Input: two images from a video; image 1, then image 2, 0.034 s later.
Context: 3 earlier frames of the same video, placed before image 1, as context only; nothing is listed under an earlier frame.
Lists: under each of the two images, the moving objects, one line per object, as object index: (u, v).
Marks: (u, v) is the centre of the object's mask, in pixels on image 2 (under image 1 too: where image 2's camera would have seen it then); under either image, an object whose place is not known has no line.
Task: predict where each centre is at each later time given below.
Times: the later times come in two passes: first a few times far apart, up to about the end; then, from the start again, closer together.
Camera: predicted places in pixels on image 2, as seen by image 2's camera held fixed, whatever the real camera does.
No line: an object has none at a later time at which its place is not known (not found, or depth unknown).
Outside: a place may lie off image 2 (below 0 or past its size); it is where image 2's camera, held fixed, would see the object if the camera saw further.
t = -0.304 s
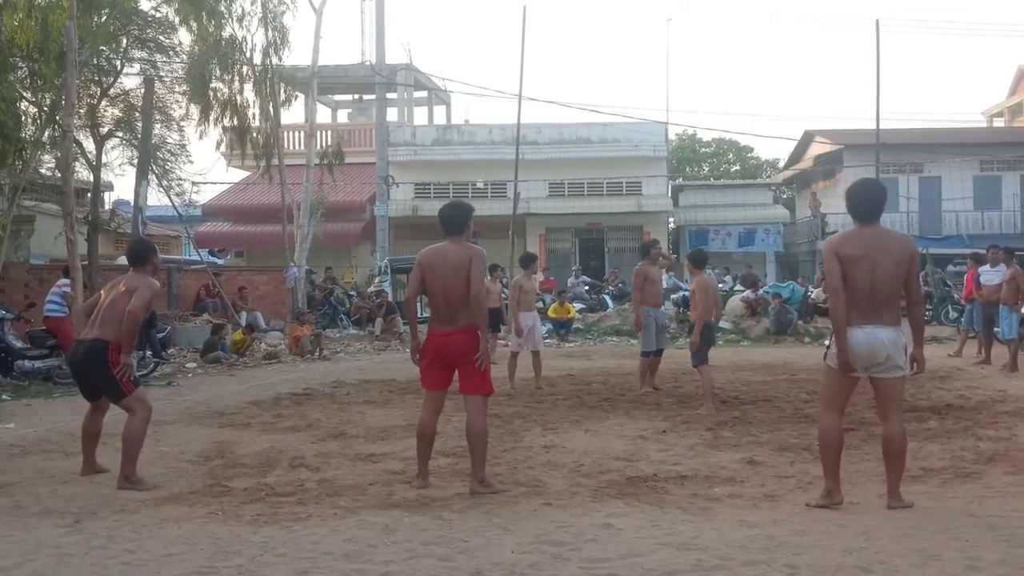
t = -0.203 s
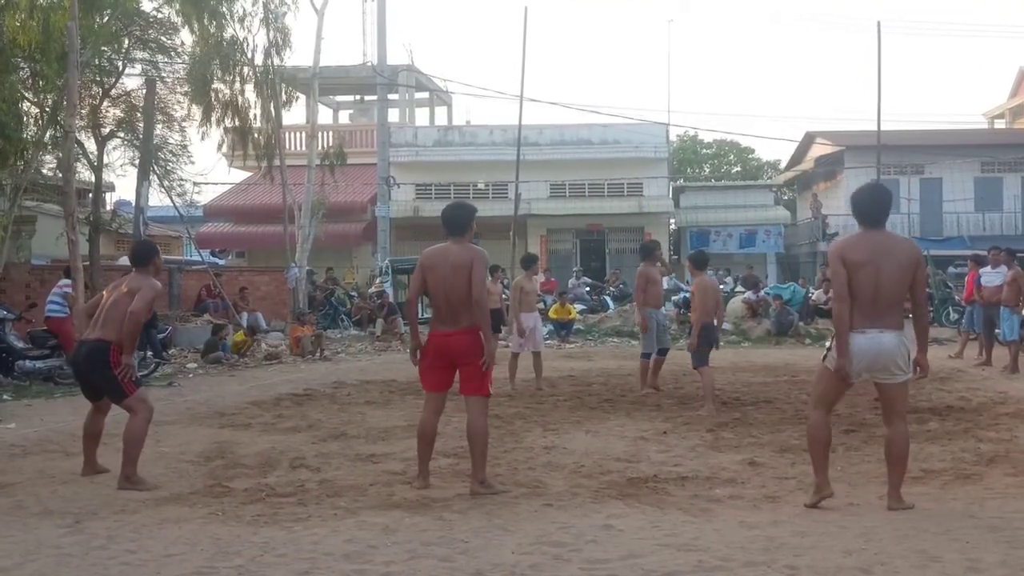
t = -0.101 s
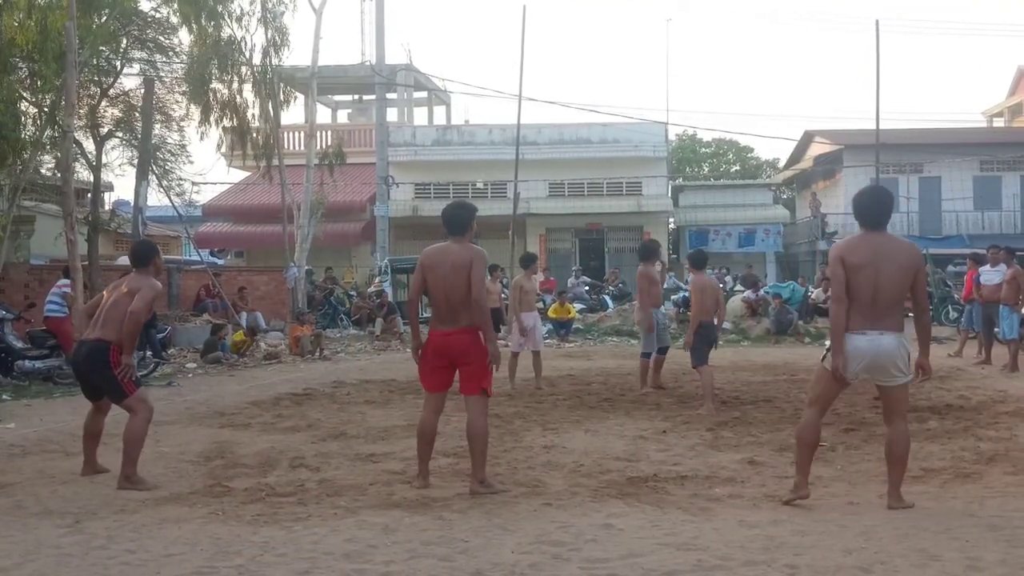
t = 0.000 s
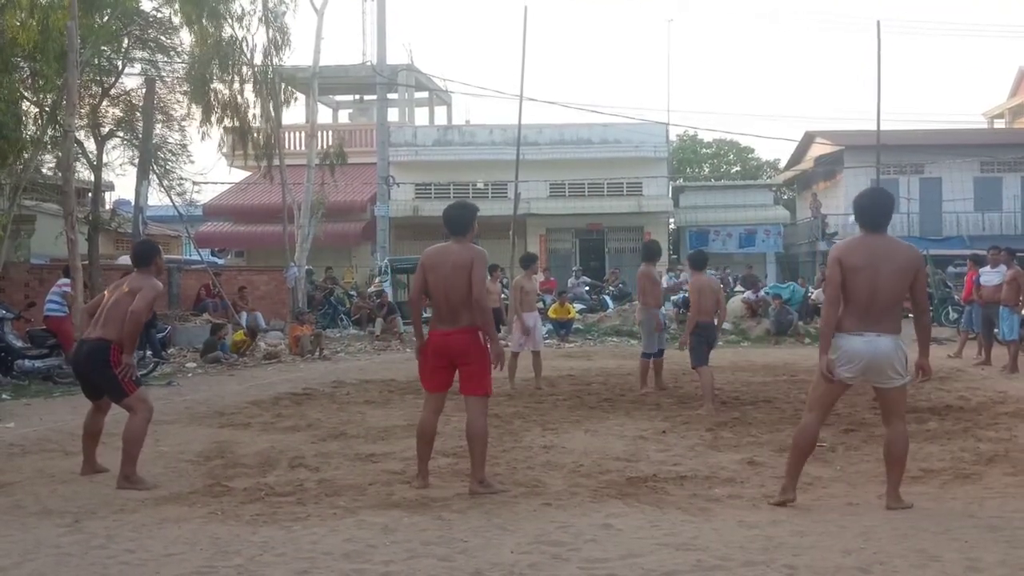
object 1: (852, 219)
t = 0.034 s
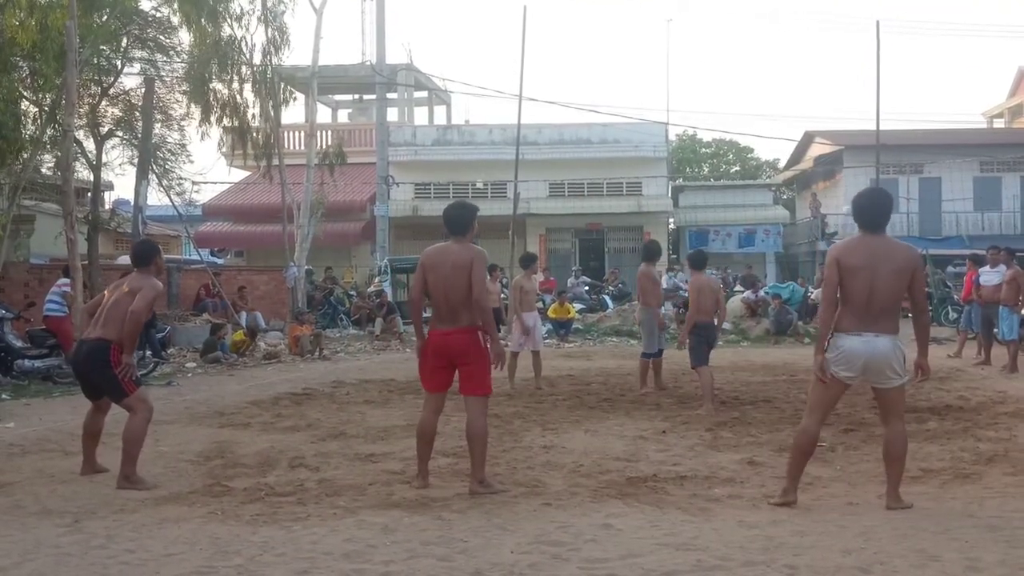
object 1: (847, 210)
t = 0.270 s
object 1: (806, 141)
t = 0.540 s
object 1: (748, 78)
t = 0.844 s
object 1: (654, 53)
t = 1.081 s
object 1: (544, 105)
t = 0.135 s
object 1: (832, 178)
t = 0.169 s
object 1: (827, 171)
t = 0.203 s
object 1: (820, 160)
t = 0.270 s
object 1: (806, 141)
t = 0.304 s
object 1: (801, 133)
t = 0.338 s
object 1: (793, 125)
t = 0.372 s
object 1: (787, 116)
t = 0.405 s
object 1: (779, 108)
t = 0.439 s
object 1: (771, 99)
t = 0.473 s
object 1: (764, 92)
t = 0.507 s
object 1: (756, 85)
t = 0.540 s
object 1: (748, 78)
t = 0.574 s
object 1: (739, 72)
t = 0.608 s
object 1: (730, 67)
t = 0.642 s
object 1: (721, 62)
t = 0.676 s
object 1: (711, 58)
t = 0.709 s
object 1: (700, 55)
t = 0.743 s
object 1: (689, 53)
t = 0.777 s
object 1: (678, 51)
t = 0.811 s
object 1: (666, 51)
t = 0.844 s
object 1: (654, 53)
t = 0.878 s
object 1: (641, 55)
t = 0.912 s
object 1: (627, 59)
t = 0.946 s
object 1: (612, 64)
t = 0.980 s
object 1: (597, 71)
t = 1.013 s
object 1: (580, 80)
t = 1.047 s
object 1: (563, 91)
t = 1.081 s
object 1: (544, 105)
